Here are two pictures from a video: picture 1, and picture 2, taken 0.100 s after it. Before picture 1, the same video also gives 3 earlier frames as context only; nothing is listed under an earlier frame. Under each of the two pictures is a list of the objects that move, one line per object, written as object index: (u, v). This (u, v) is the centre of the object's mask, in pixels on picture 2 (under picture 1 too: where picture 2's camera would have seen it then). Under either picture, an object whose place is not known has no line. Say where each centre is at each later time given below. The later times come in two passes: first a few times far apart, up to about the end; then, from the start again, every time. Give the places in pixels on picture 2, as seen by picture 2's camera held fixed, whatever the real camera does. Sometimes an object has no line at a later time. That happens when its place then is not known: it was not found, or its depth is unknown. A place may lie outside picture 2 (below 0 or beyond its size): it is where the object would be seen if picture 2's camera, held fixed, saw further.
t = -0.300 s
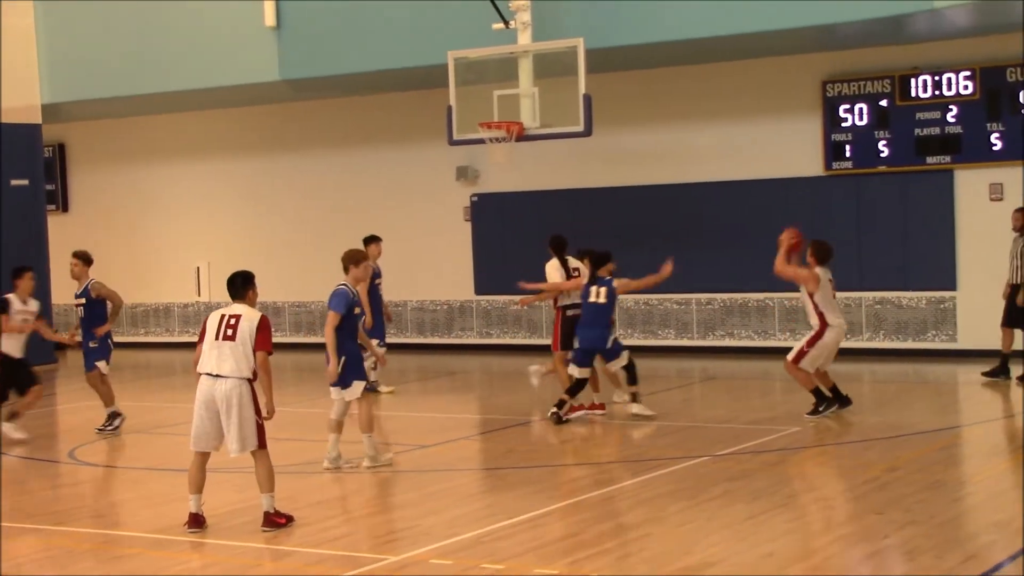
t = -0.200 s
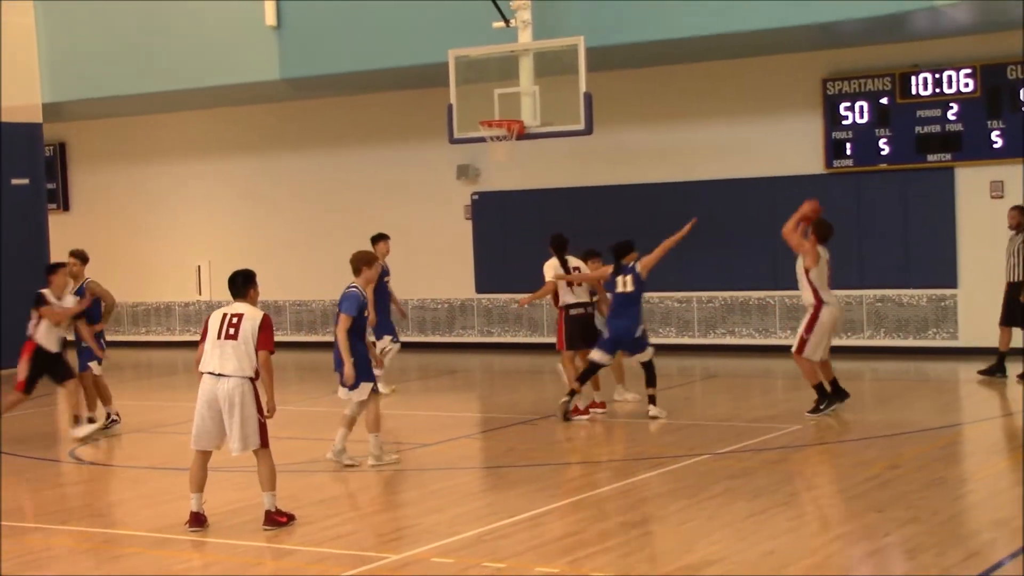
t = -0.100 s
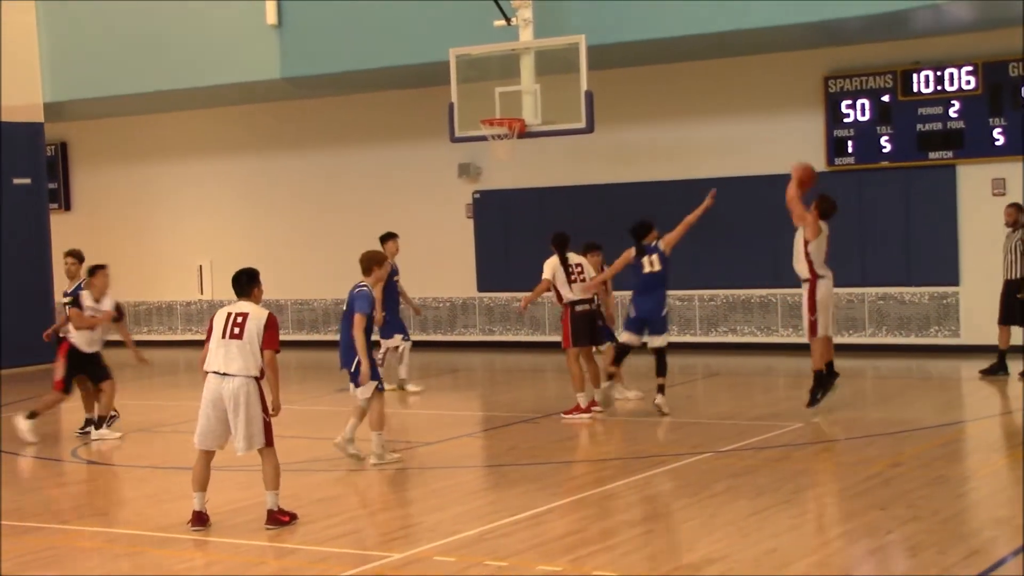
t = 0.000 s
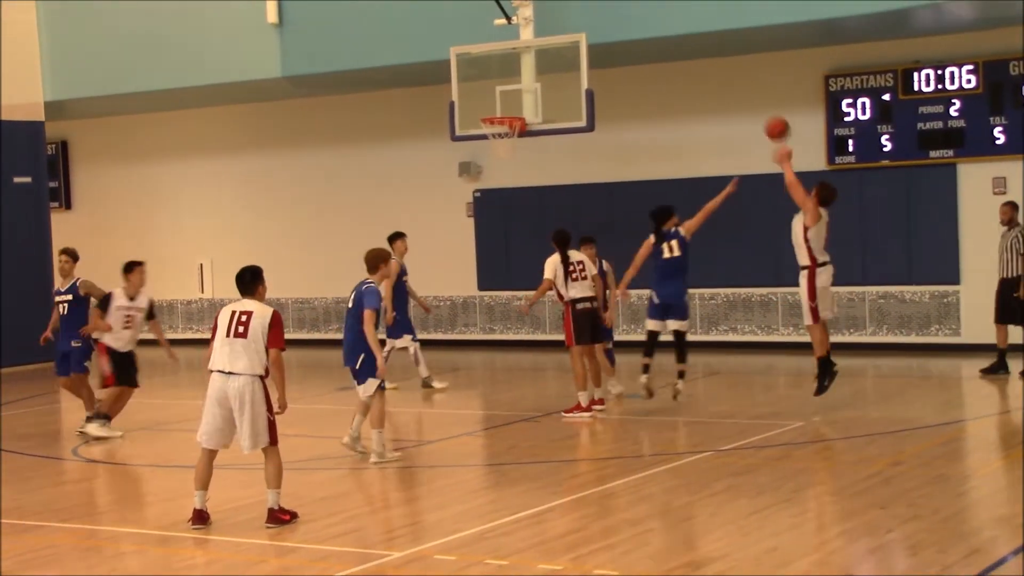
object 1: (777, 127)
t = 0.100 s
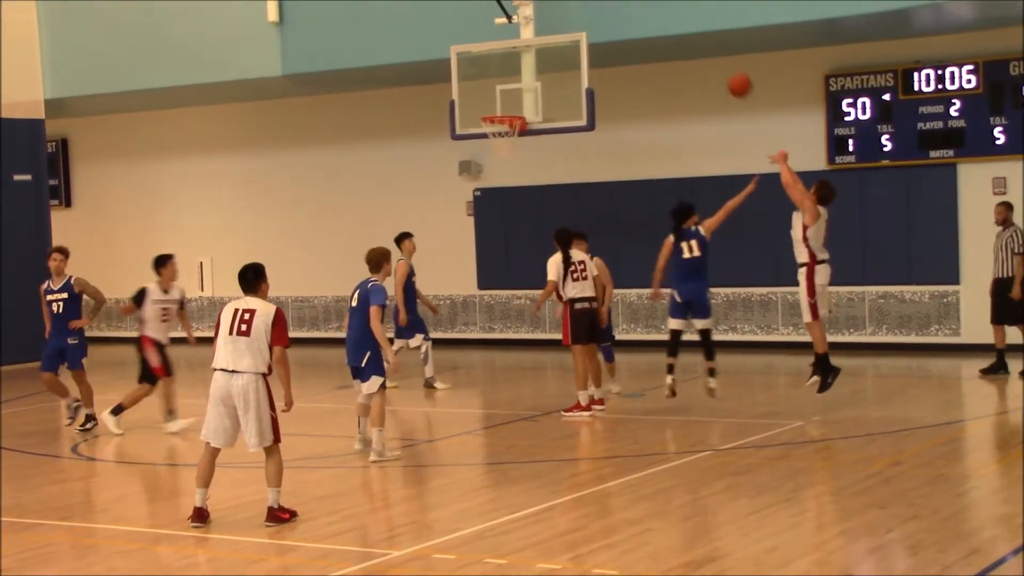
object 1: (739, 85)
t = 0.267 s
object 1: (682, 38)
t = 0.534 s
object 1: (598, 22)
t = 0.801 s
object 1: (526, 69)
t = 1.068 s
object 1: (519, 145)
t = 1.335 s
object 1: (536, 164)
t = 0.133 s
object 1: (728, 73)
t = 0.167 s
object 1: (716, 63)
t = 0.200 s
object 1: (705, 53)
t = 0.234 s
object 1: (693, 45)
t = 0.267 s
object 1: (682, 38)
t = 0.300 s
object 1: (671, 32)
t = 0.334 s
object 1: (659, 28)
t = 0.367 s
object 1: (649, 24)
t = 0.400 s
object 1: (638, 21)
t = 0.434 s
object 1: (628, 20)
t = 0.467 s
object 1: (618, 20)
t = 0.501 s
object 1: (608, 20)
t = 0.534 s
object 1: (598, 22)
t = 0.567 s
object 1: (589, 24)
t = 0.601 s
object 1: (580, 28)
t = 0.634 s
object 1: (570, 32)
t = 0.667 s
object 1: (561, 37)
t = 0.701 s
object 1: (553, 44)
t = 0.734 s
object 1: (544, 52)
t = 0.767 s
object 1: (536, 59)
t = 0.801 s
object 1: (526, 69)
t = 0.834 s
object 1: (518, 79)
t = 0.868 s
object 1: (510, 89)
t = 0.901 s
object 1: (503, 100)
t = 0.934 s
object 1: (495, 111)
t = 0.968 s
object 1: (495, 120)
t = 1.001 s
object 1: (506, 129)
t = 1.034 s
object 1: (514, 140)
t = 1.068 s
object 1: (519, 145)
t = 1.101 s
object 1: (521, 145)
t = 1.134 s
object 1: (523, 143)
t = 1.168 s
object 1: (525, 144)
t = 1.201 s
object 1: (527, 145)
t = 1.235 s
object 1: (530, 149)
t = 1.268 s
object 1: (532, 153)
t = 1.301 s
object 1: (534, 158)
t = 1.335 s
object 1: (536, 164)
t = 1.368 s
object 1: (539, 171)
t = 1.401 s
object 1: (541, 178)
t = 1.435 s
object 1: (544, 187)
